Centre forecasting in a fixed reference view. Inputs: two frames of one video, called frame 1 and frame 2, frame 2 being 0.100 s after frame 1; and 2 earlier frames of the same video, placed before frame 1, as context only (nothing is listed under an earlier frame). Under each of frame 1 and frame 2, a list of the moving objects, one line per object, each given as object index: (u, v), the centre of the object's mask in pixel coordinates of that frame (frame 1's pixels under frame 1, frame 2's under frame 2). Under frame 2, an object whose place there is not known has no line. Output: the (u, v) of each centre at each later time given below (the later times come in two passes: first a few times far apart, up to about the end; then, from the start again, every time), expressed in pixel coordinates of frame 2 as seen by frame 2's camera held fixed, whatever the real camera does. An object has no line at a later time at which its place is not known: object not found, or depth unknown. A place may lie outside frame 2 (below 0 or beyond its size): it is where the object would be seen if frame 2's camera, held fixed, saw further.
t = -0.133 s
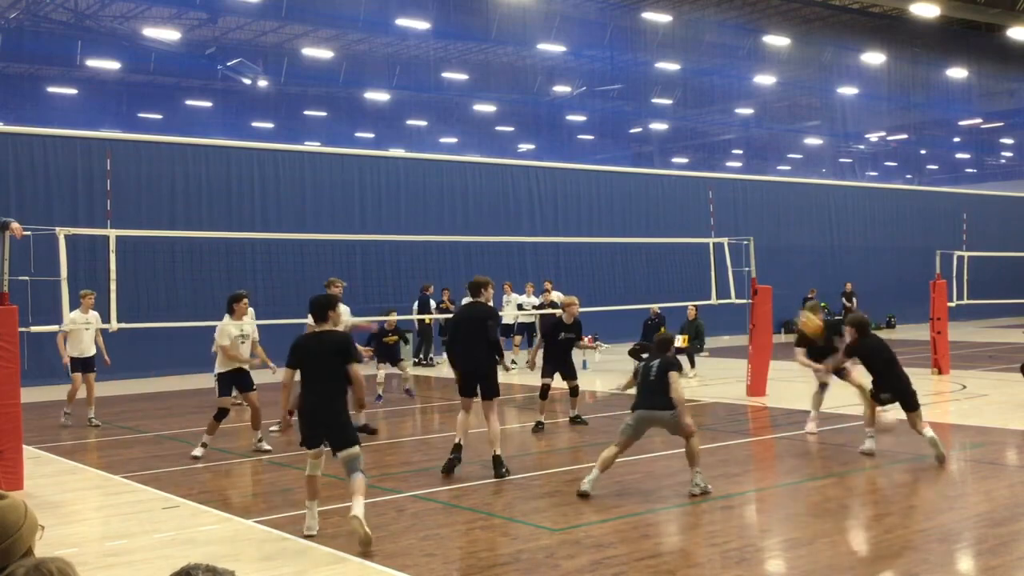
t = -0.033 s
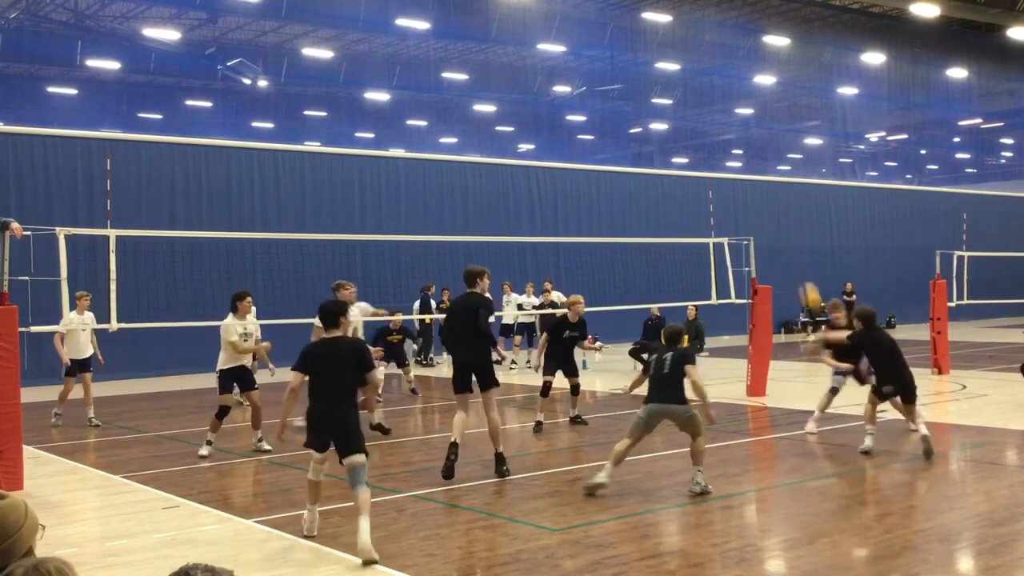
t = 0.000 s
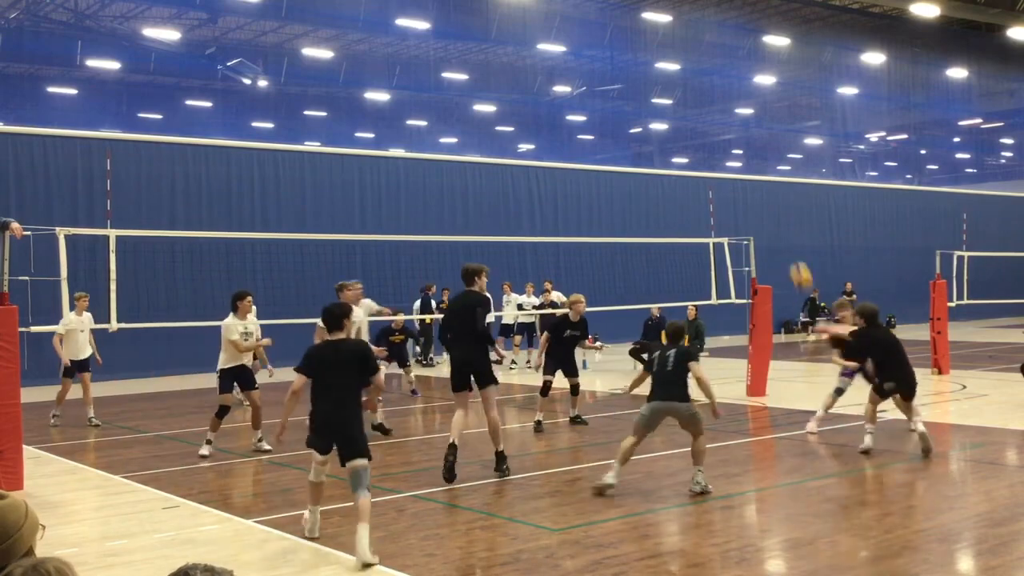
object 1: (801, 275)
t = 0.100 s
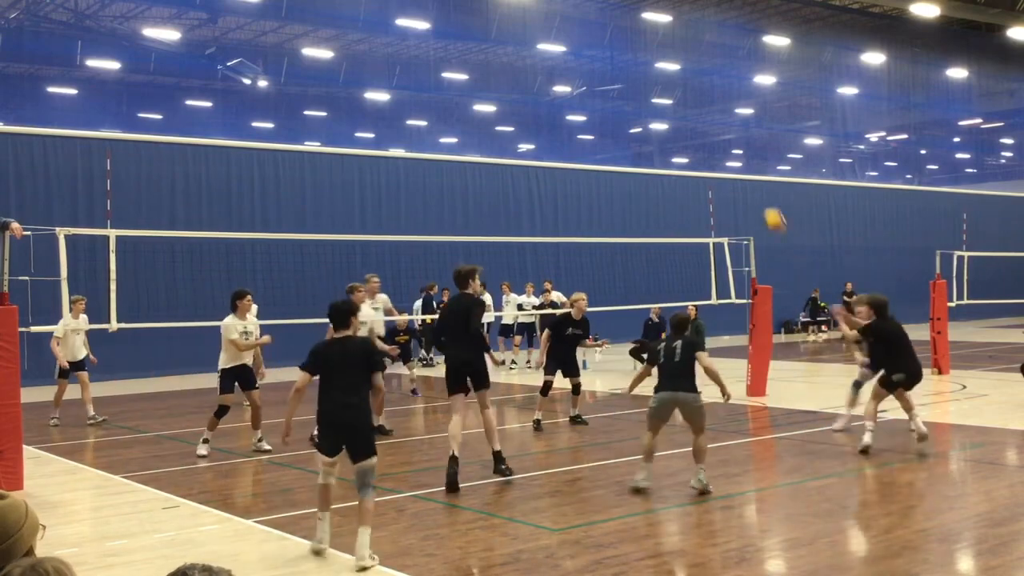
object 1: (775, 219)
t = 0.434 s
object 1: (696, 107)
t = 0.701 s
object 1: (643, 90)
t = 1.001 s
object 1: (590, 137)
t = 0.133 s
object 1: (766, 203)
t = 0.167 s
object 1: (759, 189)
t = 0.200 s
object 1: (750, 174)
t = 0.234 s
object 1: (742, 161)
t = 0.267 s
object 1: (734, 150)
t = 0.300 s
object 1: (726, 140)
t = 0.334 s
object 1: (718, 130)
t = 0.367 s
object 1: (710, 121)
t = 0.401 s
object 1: (703, 113)
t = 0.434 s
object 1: (696, 107)
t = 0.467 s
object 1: (689, 101)
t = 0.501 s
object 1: (683, 97)
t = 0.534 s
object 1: (676, 93)
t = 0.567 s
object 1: (669, 91)
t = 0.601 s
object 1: (662, 89)
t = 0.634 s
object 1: (656, 88)
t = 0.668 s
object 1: (650, 88)
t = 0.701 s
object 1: (643, 90)
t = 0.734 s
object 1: (636, 91)
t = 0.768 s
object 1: (630, 94)
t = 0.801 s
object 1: (624, 98)
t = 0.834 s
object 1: (619, 102)
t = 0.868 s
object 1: (613, 107)
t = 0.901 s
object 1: (607, 114)
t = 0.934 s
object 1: (601, 120)
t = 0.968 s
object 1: (596, 128)
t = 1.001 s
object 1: (590, 137)
